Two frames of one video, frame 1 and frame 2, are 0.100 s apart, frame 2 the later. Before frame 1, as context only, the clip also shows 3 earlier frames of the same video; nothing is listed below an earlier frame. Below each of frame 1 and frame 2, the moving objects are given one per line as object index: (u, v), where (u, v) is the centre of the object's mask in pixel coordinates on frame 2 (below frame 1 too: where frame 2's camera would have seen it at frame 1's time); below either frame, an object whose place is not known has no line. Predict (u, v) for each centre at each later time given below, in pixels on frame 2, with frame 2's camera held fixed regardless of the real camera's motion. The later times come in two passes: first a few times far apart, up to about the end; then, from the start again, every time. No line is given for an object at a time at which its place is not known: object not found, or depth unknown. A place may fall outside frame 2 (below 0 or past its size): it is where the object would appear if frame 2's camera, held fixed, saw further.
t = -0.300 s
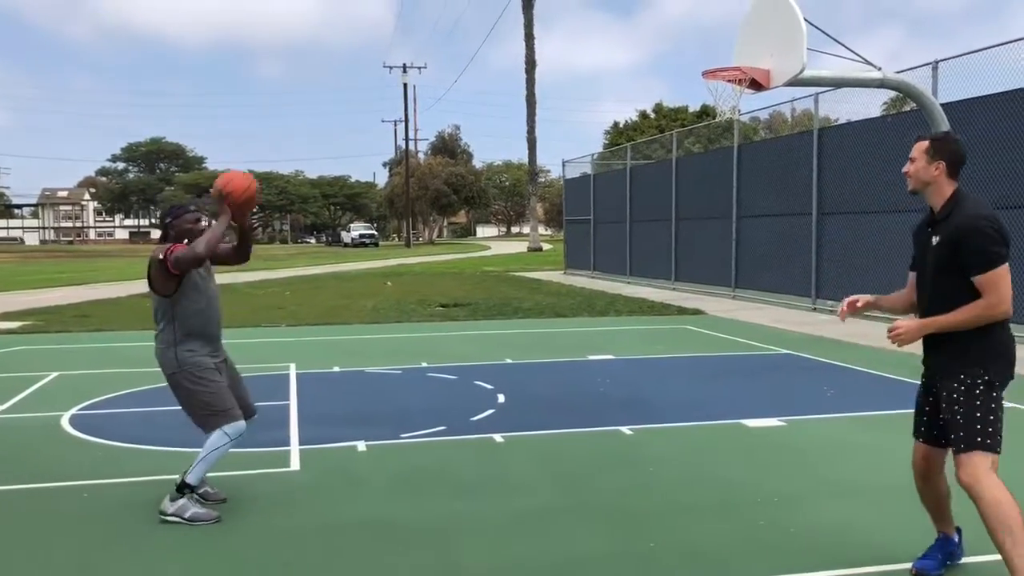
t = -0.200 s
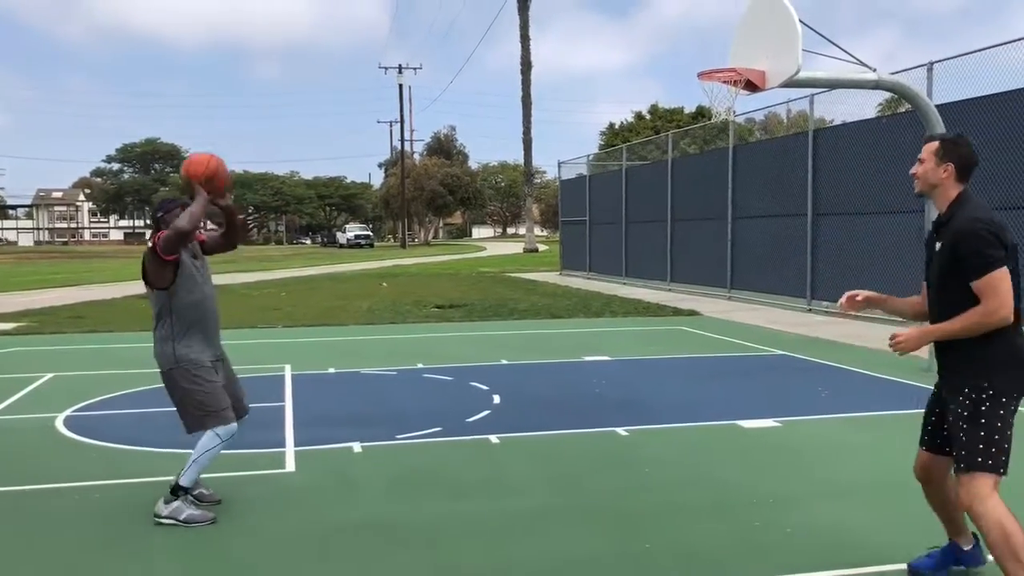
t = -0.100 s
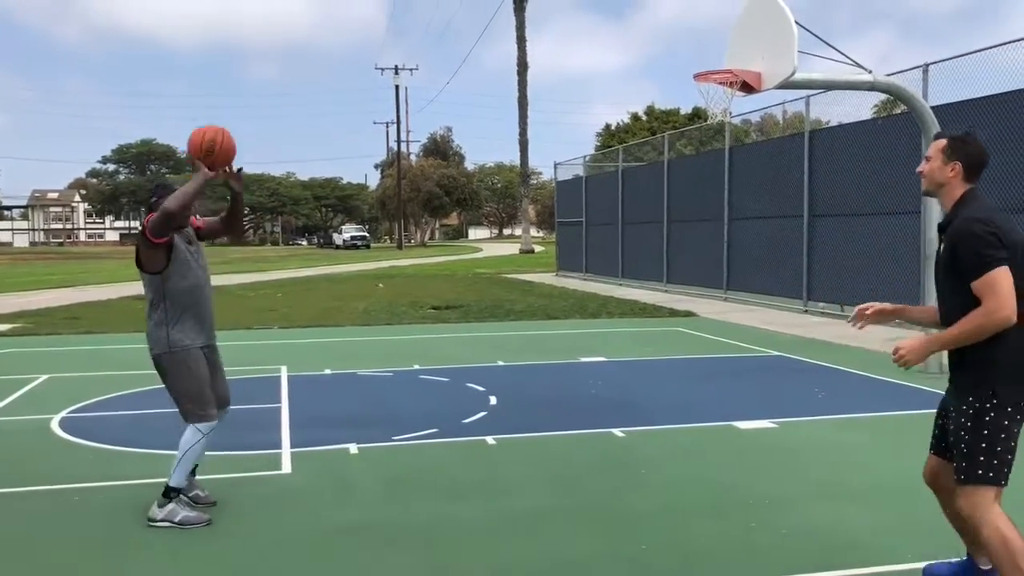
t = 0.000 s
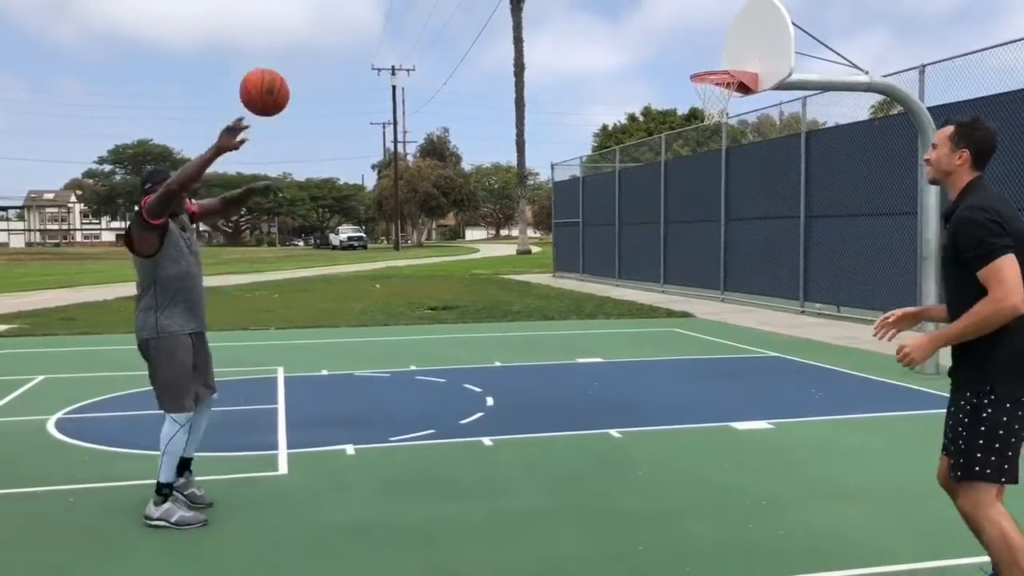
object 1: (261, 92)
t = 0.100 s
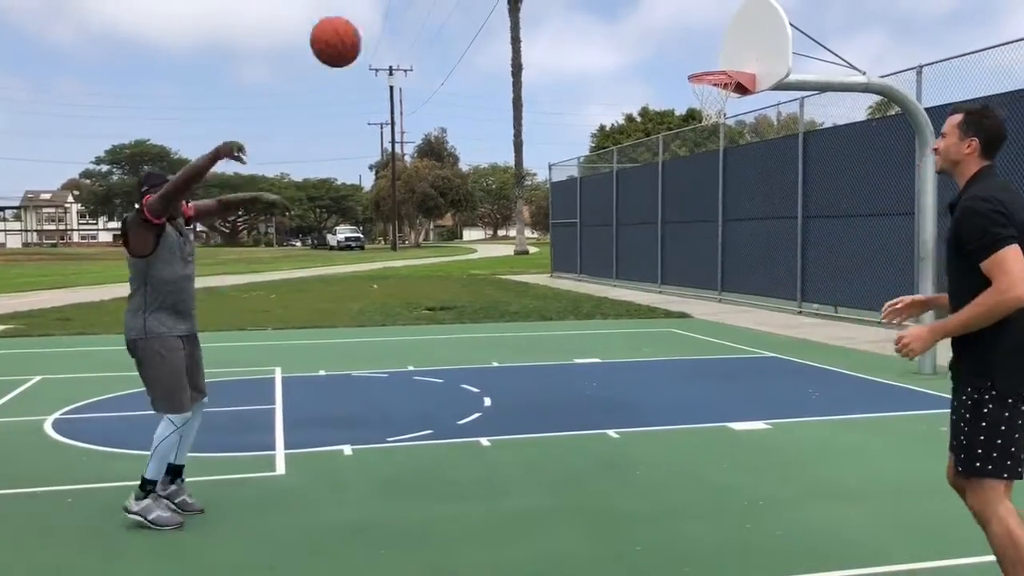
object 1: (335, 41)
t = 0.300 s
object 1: (502, 9)
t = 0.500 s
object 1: (695, 41)
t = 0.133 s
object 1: (361, 28)
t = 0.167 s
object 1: (388, 20)
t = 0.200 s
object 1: (416, 15)
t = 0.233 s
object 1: (444, 12)
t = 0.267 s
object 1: (472, 10)
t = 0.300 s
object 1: (502, 9)
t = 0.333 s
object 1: (532, 10)
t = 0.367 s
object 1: (563, 11)
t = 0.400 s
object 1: (594, 14)
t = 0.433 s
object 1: (627, 18)
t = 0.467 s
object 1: (660, 27)
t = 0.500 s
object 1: (695, 41)
